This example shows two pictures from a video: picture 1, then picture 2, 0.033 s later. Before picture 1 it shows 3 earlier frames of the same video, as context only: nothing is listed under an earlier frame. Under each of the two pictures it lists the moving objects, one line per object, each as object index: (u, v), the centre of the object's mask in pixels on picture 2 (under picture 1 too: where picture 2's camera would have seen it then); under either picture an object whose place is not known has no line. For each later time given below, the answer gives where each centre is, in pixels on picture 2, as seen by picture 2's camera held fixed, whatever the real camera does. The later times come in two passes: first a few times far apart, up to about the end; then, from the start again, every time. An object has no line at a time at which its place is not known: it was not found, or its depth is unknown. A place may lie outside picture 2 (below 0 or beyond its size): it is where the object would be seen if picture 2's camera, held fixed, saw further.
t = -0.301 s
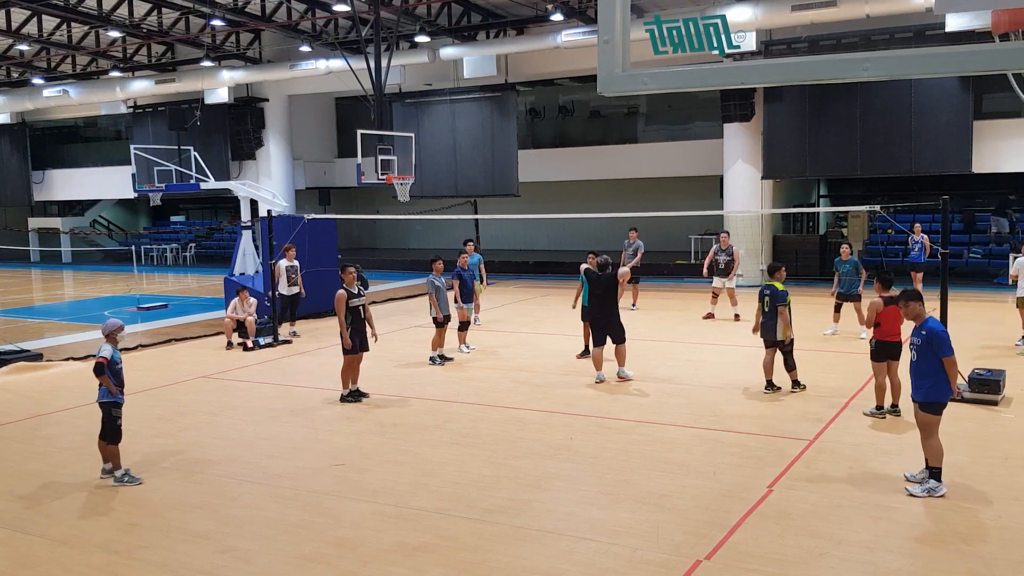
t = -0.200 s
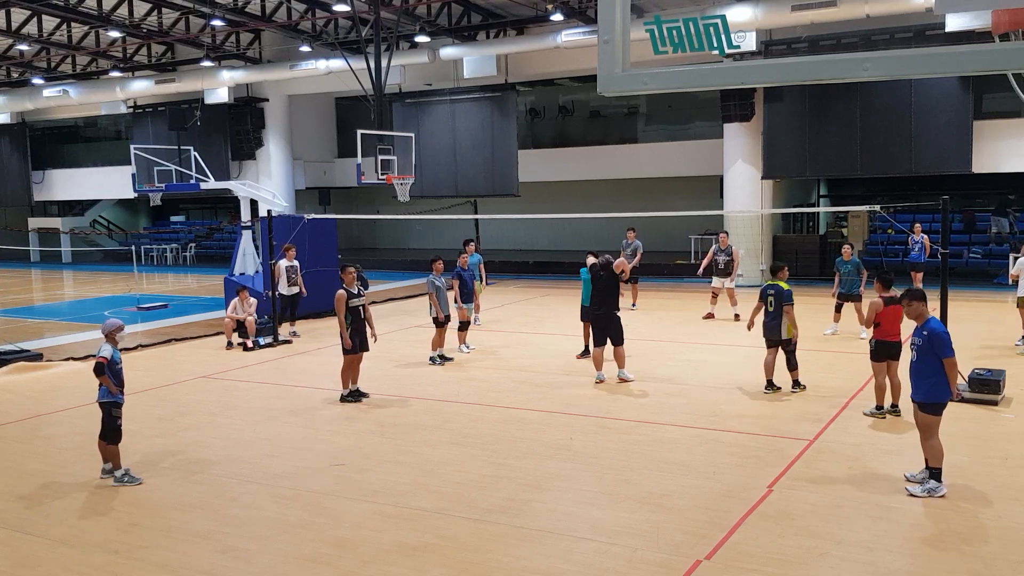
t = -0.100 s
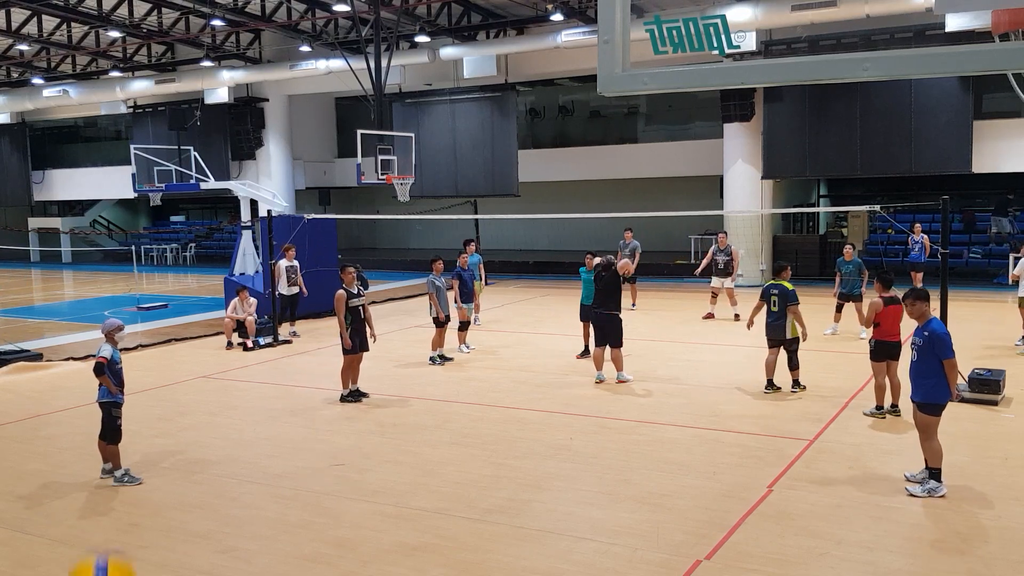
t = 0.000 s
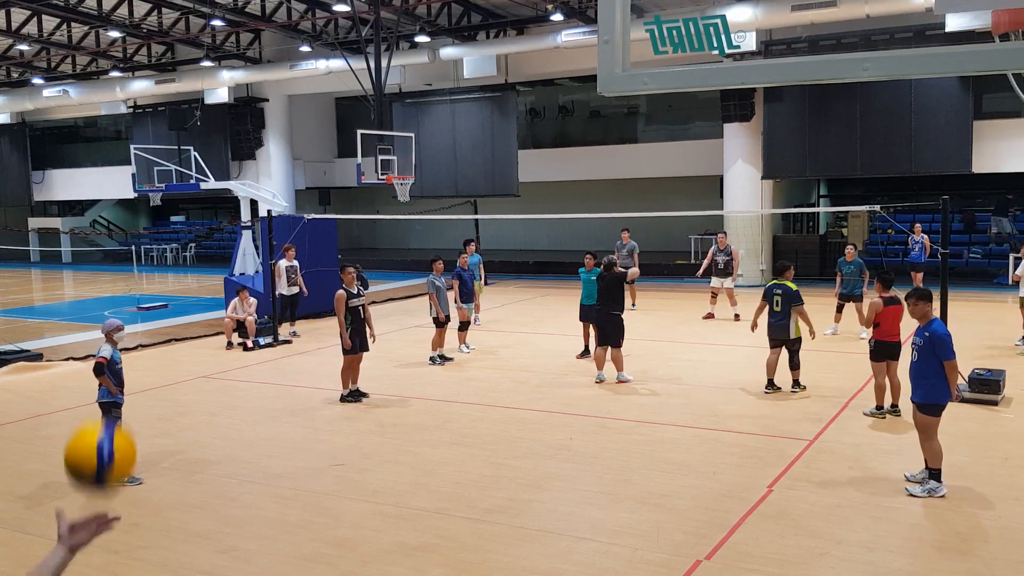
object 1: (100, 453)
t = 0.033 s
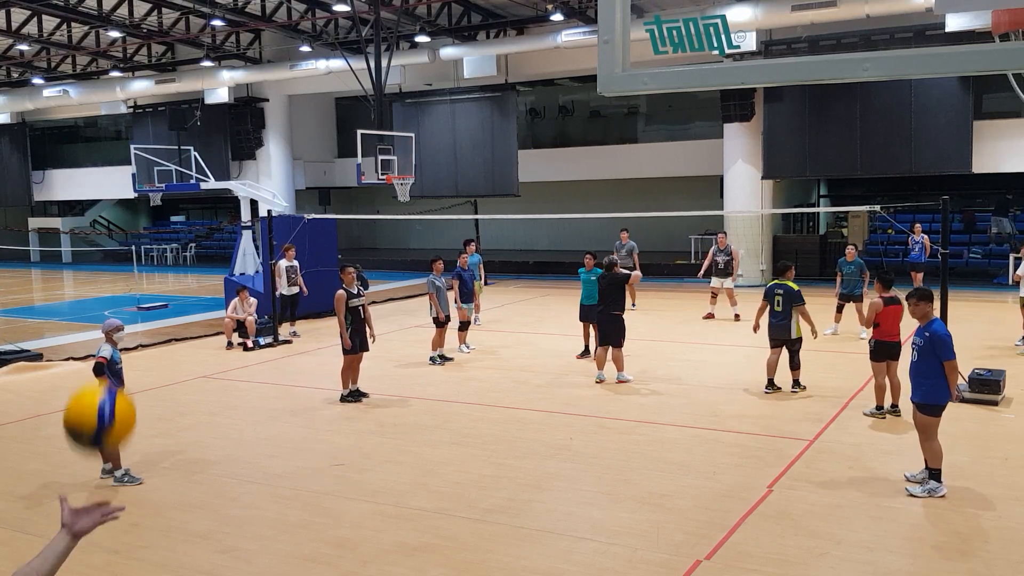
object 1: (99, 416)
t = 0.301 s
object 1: (102, 250)
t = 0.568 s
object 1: (119, 308)
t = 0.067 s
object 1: (99, 383)
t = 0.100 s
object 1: (99, 352)
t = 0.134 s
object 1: (99, 326)
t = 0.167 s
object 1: (99, 303)
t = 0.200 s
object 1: (99, 284)
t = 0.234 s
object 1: (100, 269)
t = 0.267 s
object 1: (101, 258)
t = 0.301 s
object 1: (102, 250)
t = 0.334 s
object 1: (104, 246)
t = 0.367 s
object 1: (105, 245)
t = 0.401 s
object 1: (107, 247)
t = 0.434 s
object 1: (109, 252)
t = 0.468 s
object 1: (111, 261)
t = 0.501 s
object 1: (114, 273)
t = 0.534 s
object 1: (116, 288)
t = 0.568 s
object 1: (119, 308)
